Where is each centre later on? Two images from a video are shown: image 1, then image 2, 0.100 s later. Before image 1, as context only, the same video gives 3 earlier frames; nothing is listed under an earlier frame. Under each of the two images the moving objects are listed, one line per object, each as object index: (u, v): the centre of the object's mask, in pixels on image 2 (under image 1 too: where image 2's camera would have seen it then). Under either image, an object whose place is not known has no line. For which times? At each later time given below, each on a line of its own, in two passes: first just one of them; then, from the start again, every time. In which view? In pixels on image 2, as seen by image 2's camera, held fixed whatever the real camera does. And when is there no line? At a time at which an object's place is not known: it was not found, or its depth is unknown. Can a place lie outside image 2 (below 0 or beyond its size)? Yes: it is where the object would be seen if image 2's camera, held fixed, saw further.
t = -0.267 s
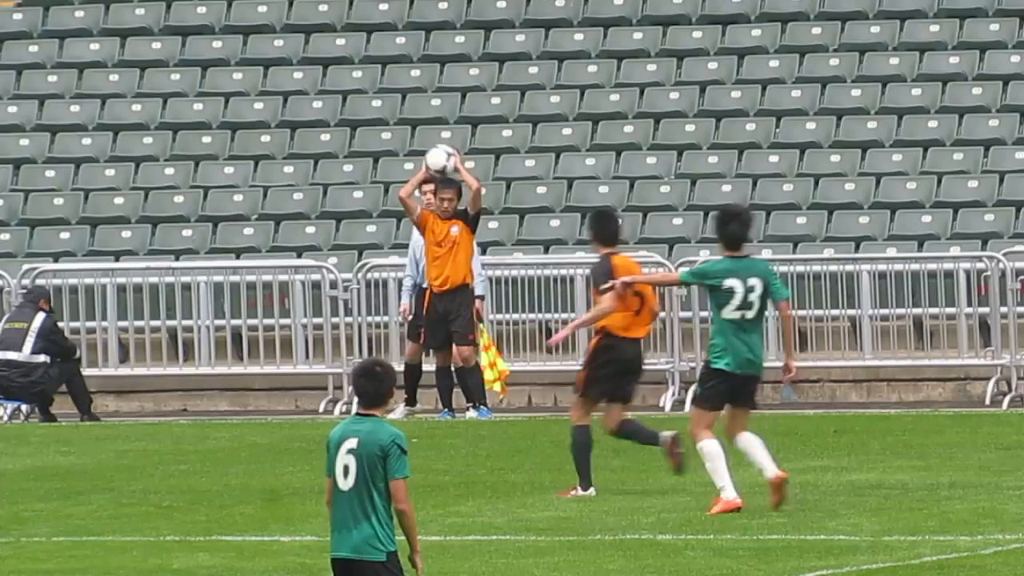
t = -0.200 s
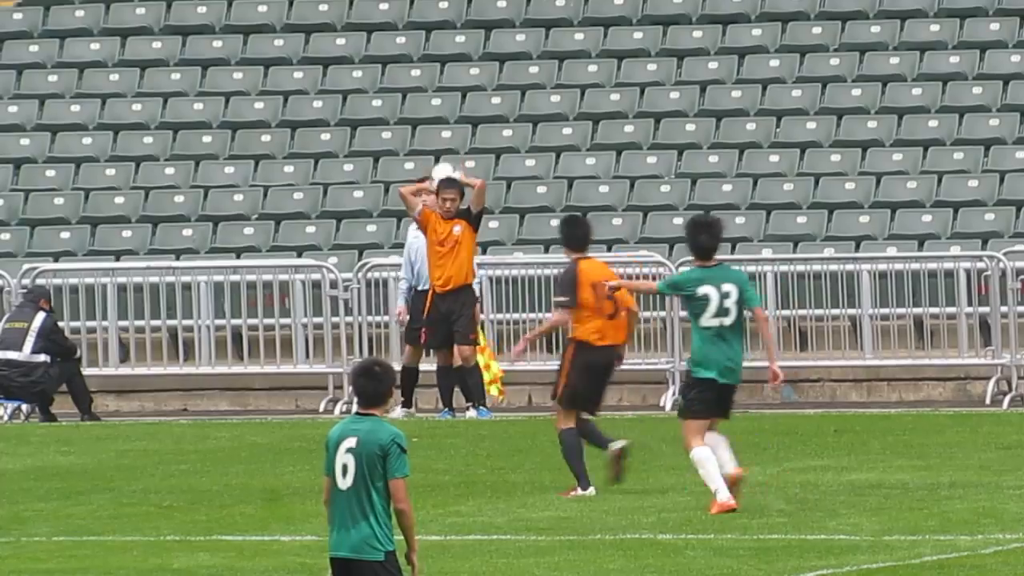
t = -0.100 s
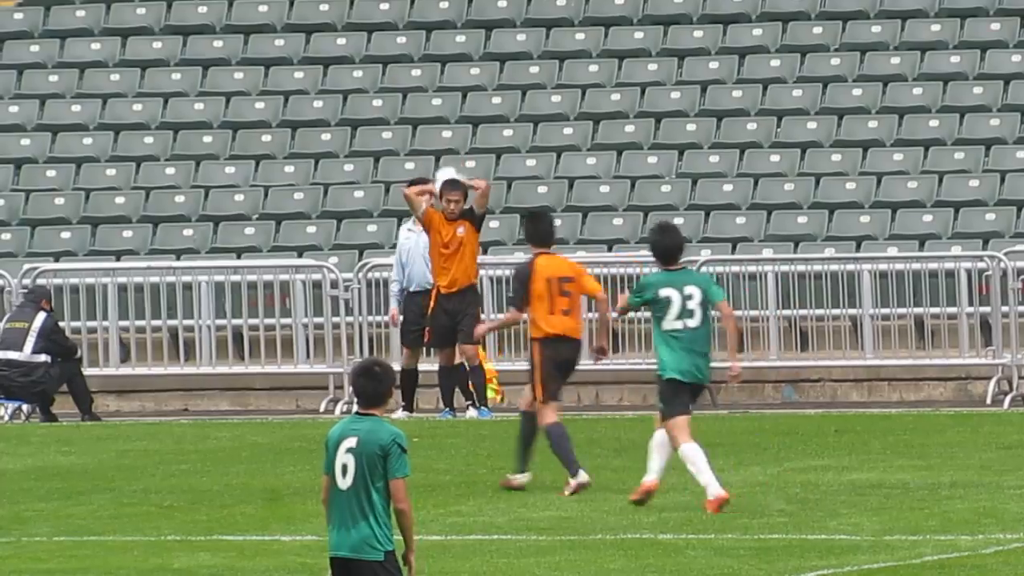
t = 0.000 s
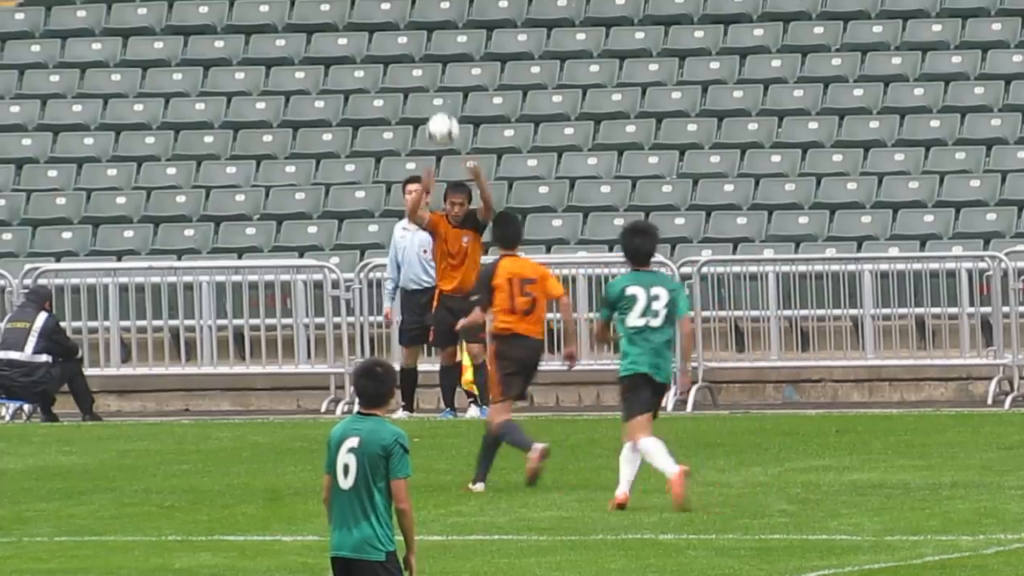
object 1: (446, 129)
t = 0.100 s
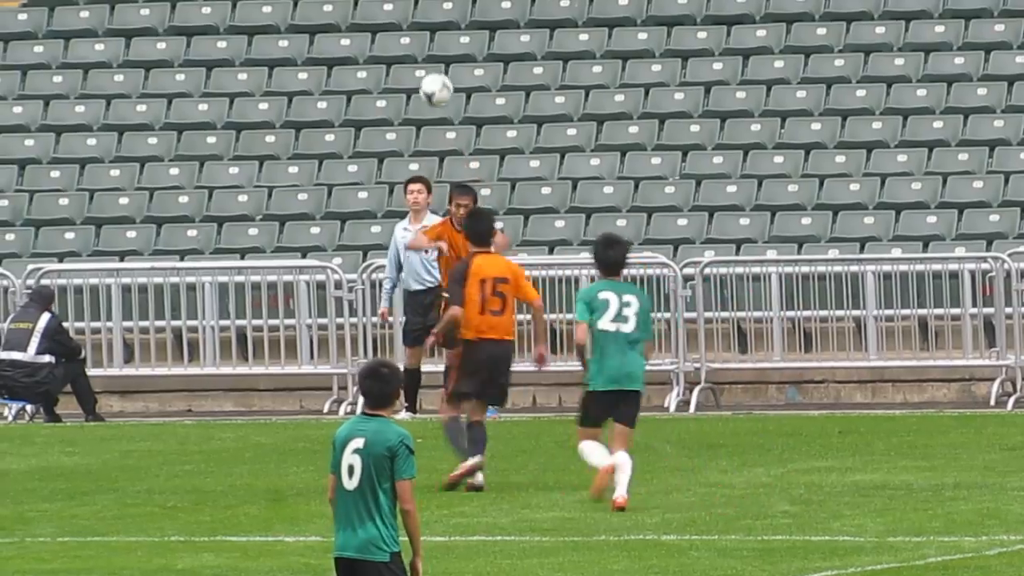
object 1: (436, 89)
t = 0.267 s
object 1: (423, 57)
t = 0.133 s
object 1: (433, 79)
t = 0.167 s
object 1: (431, 71)
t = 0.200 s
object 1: (428, 64)
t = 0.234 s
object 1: (426, 60)
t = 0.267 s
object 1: (423, 57)
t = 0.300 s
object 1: (422, 55)
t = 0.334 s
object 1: (420, 55)
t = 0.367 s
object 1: (419, 57)
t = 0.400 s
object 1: (418, 59)
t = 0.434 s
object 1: (414, 71)
